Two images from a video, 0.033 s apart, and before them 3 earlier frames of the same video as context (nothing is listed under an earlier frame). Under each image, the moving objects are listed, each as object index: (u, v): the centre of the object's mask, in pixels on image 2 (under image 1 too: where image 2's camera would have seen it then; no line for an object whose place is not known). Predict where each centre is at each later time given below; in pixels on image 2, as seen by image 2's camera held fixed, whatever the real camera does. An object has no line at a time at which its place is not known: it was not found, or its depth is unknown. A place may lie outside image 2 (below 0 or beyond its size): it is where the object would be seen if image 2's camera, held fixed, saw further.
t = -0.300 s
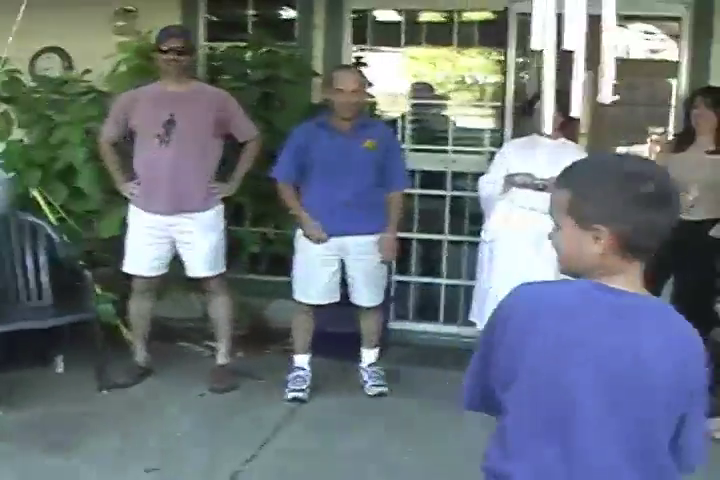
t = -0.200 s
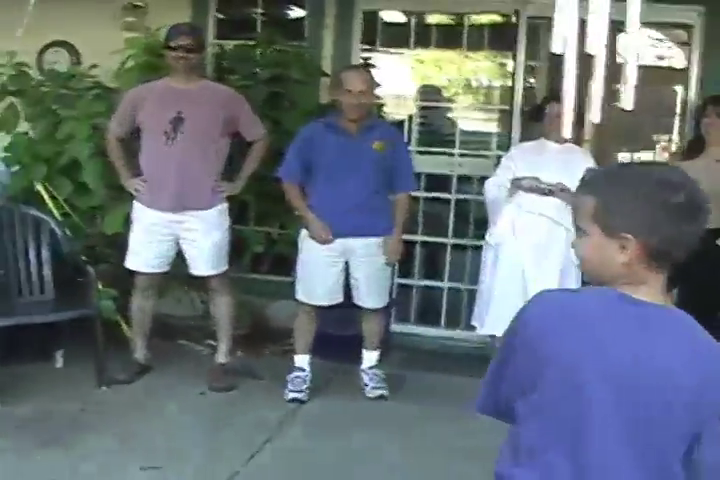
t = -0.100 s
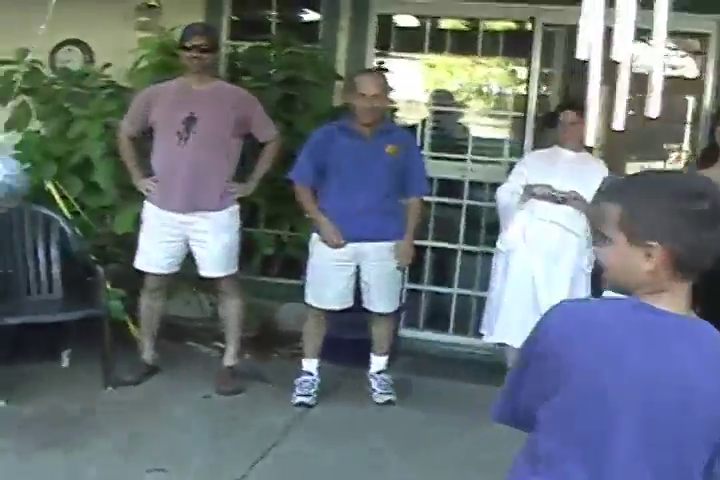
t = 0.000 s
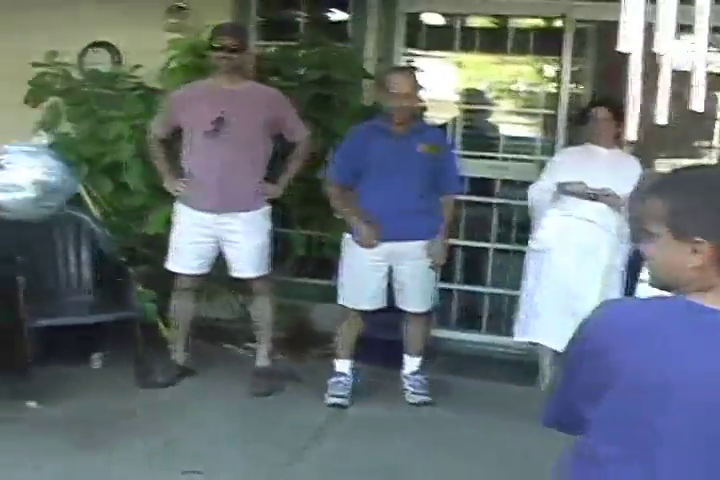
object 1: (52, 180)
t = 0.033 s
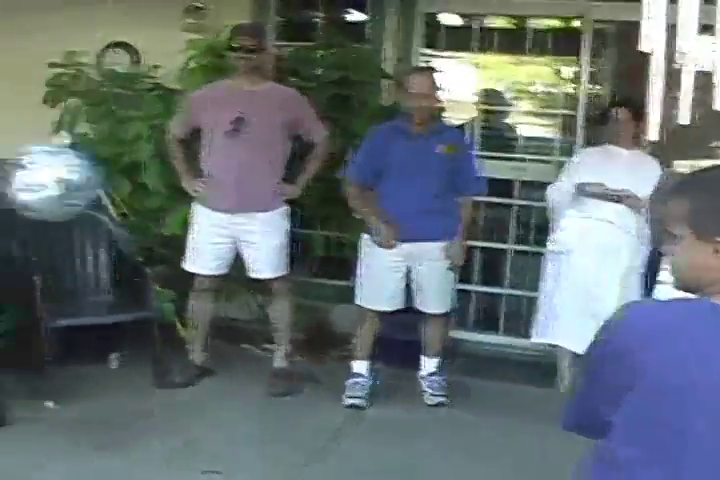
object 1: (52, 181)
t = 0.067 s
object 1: (59, 180)
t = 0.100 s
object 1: (71, 183)
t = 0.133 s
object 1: (81, 184)
